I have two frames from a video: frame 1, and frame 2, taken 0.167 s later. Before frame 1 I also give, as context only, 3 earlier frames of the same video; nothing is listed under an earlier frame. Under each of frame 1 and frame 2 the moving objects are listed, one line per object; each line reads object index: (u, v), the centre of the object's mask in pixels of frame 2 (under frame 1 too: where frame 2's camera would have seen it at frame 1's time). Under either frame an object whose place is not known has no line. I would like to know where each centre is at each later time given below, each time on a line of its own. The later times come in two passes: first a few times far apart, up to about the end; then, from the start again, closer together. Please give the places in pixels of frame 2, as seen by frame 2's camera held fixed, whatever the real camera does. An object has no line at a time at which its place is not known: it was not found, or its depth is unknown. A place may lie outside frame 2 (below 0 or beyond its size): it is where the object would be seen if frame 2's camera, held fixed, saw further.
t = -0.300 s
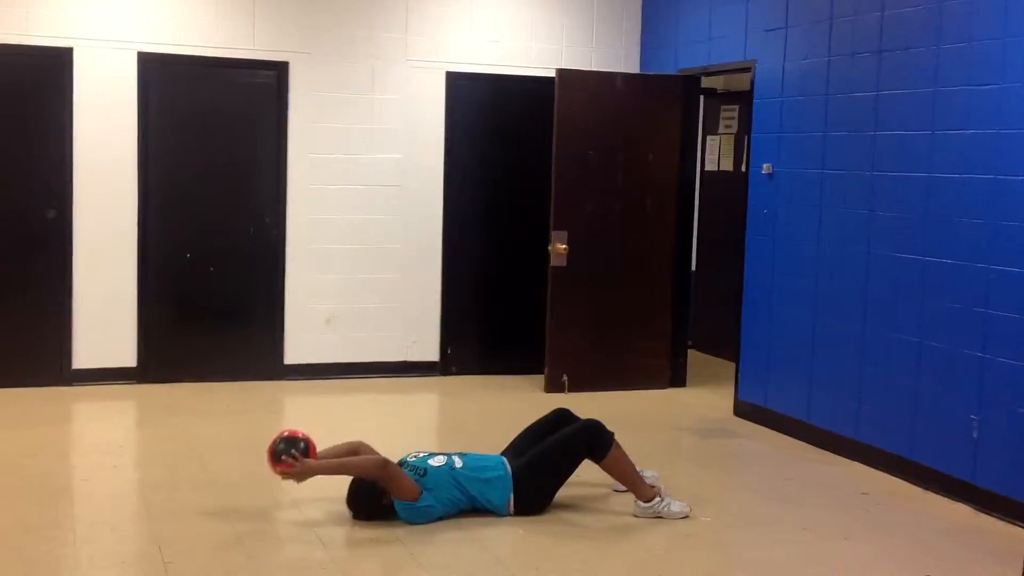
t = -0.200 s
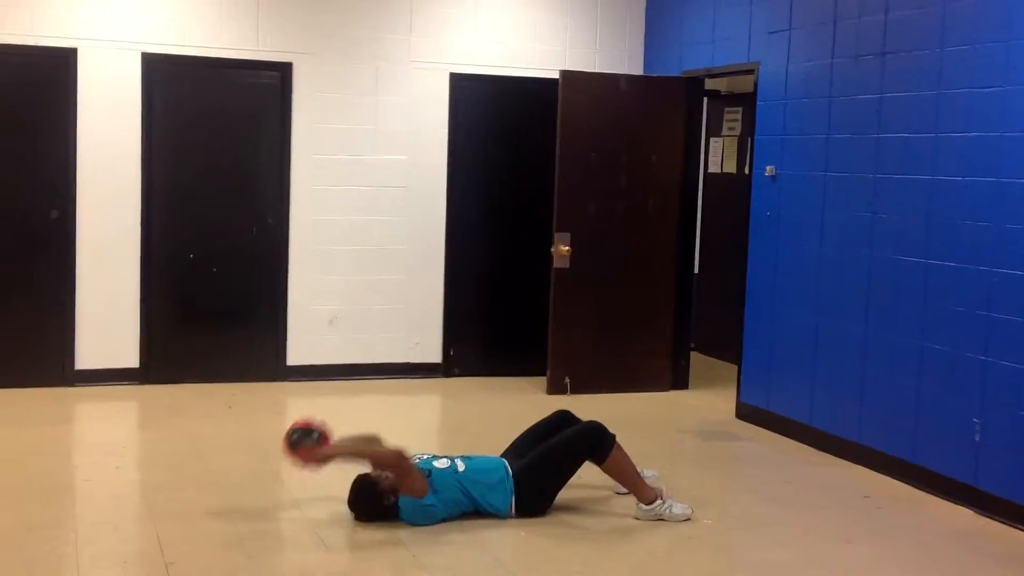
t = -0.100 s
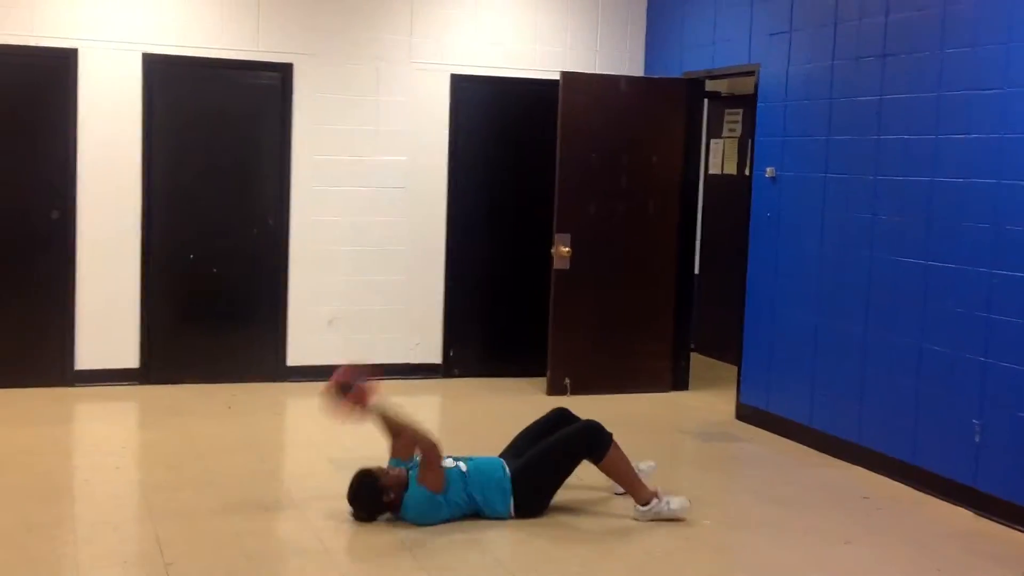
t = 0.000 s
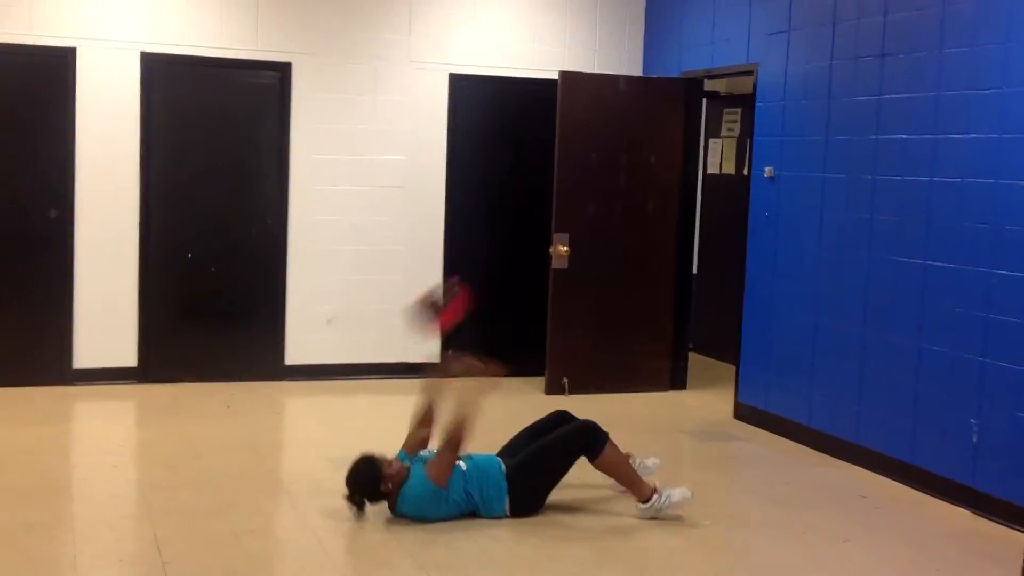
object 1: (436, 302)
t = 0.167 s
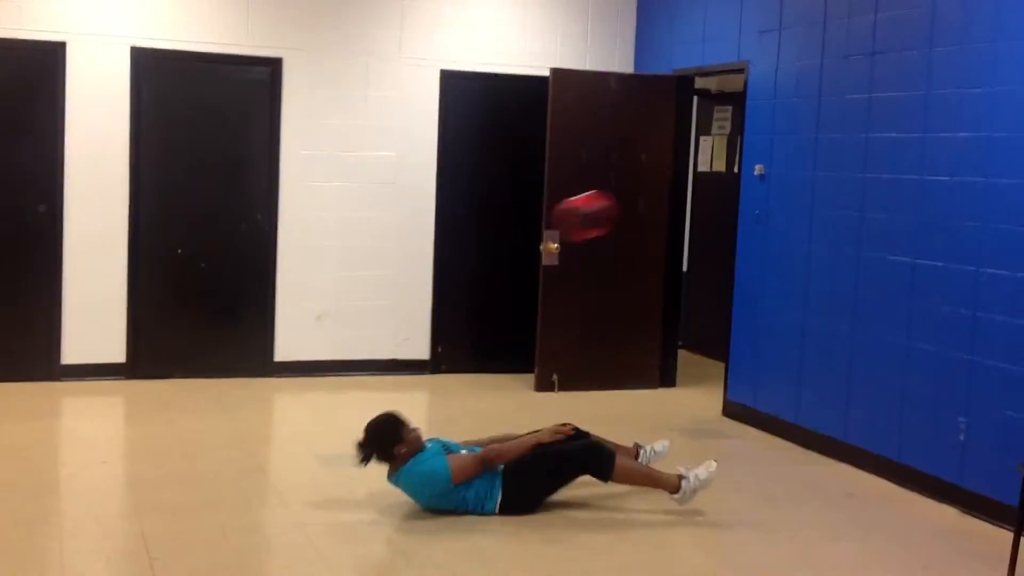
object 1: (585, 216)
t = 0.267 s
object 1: (666, 193)
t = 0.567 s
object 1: (875, 238)
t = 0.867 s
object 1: (745, 435)
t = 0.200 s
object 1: (614, 206)
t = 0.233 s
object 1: (642, 198)
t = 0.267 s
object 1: (666, 193)
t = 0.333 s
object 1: (728, 189)
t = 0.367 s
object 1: (756, 190)
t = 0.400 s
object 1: (784, 193)
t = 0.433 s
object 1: (810, 199)
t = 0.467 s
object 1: (836, 207)
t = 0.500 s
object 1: (861, 218)
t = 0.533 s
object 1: (882, 231)
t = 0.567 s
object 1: (875, 238)
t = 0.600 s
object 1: (861, 250)
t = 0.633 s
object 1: (847, 267)
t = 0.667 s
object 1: (833, 284)
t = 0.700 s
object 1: (819, 304)
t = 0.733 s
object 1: (805, 326)
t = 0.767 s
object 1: (791, 350)
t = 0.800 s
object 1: (776, 375)
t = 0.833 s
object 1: (760, 404)
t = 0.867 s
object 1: (745, 435)
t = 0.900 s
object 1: (732, 464)
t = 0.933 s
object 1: (726, 450)
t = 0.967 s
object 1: (721, 440)
